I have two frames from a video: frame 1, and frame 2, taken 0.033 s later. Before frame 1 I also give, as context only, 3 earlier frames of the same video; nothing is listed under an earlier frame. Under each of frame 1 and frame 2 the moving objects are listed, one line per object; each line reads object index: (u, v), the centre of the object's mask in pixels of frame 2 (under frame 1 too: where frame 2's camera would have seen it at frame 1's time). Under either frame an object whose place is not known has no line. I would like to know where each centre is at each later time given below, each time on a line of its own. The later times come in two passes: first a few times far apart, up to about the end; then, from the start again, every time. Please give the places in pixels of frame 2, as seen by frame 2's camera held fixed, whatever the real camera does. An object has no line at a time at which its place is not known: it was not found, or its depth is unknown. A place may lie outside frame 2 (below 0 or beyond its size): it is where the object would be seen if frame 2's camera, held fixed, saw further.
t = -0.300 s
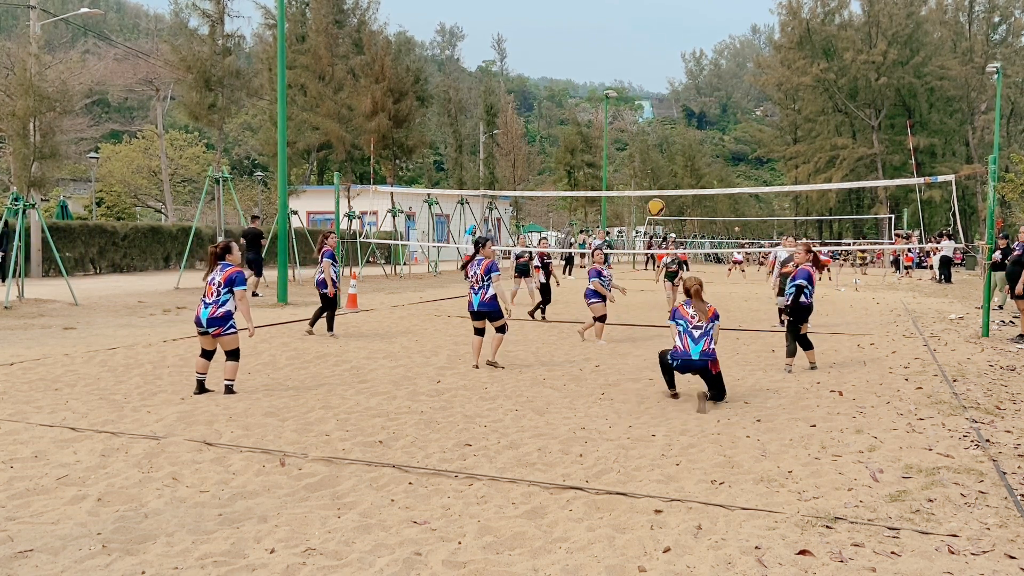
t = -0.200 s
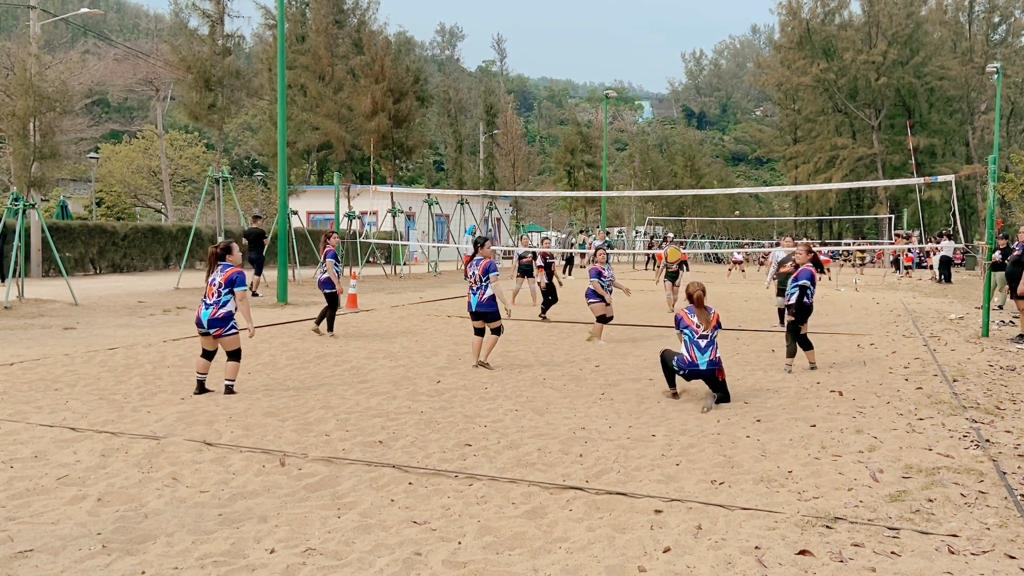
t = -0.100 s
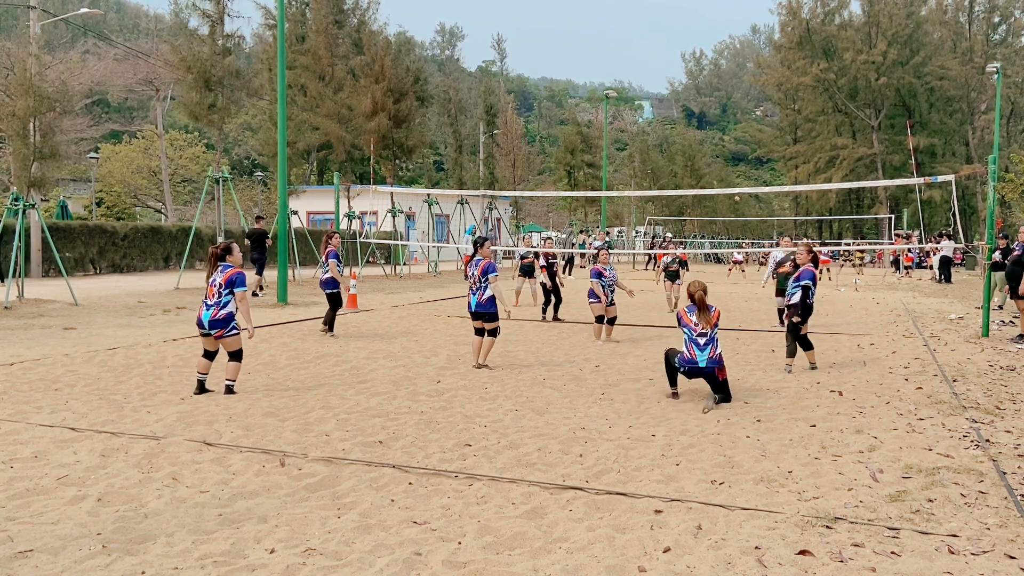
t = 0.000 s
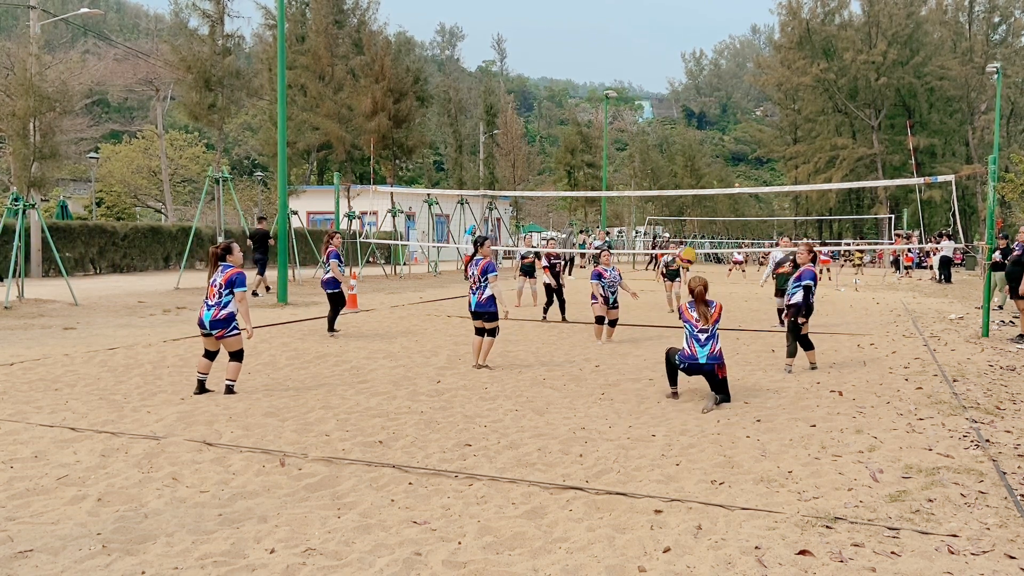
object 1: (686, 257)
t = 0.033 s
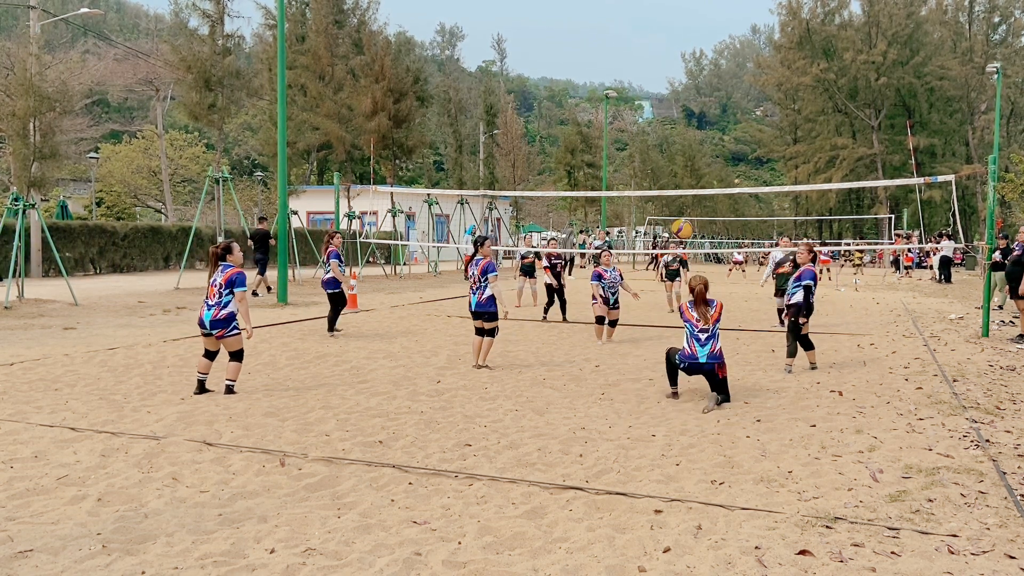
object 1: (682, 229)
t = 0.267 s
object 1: (657, 85)
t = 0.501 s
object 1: (635, 8)
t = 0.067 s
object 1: (678, 204)
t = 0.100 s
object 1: (674, 180)
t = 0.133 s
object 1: (671, 158)
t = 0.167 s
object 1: (667, 138)
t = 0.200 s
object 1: (664, 119)
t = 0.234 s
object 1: (660, 102)
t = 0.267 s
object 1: (657, 85)
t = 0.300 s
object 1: (654, 71)
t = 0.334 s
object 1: (650, 57)
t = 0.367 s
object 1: (647, 45)
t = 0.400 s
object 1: (644, 34)
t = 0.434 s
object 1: (641, 25)
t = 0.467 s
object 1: (638, 16)
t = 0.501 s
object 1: (635, 8)
